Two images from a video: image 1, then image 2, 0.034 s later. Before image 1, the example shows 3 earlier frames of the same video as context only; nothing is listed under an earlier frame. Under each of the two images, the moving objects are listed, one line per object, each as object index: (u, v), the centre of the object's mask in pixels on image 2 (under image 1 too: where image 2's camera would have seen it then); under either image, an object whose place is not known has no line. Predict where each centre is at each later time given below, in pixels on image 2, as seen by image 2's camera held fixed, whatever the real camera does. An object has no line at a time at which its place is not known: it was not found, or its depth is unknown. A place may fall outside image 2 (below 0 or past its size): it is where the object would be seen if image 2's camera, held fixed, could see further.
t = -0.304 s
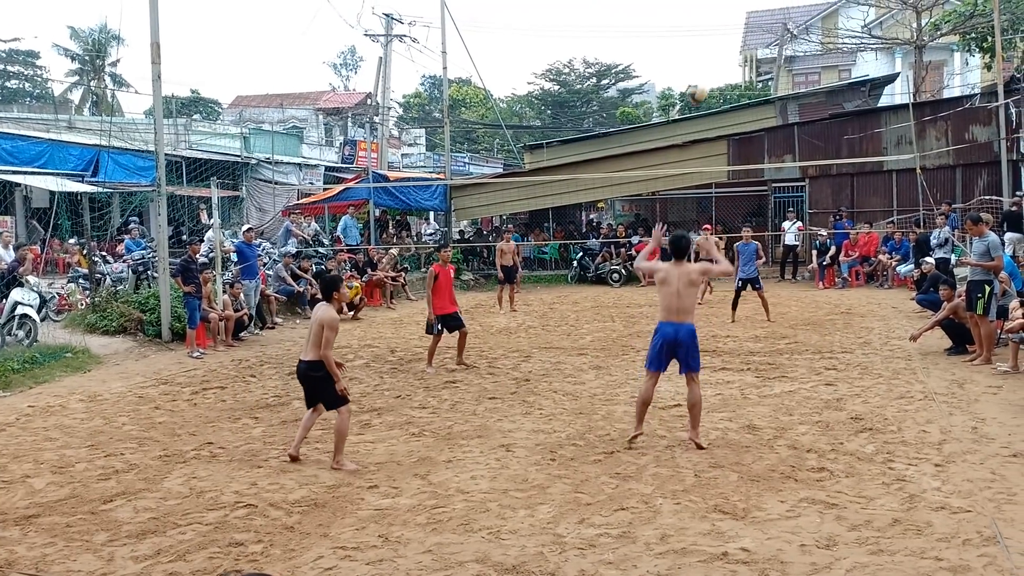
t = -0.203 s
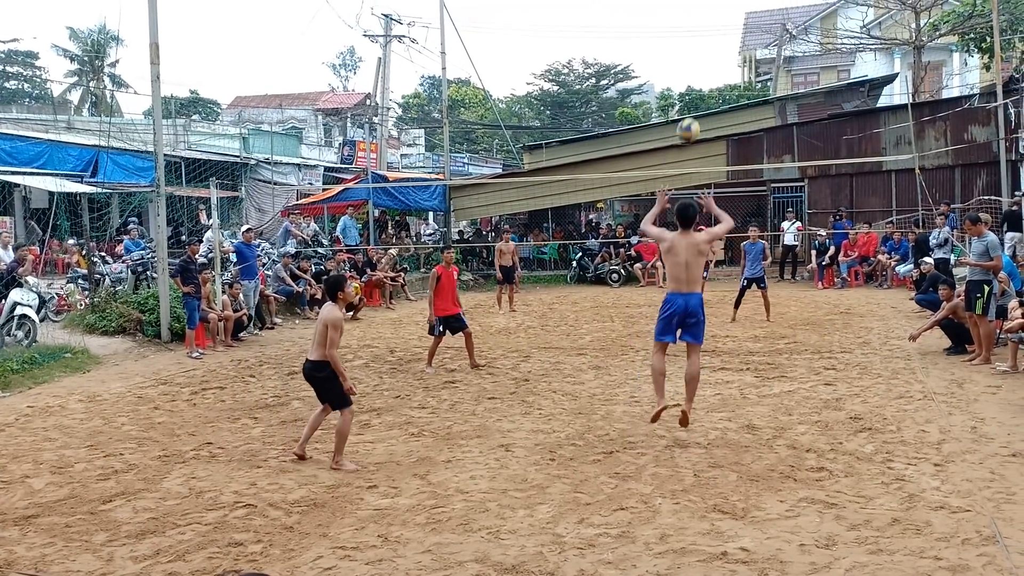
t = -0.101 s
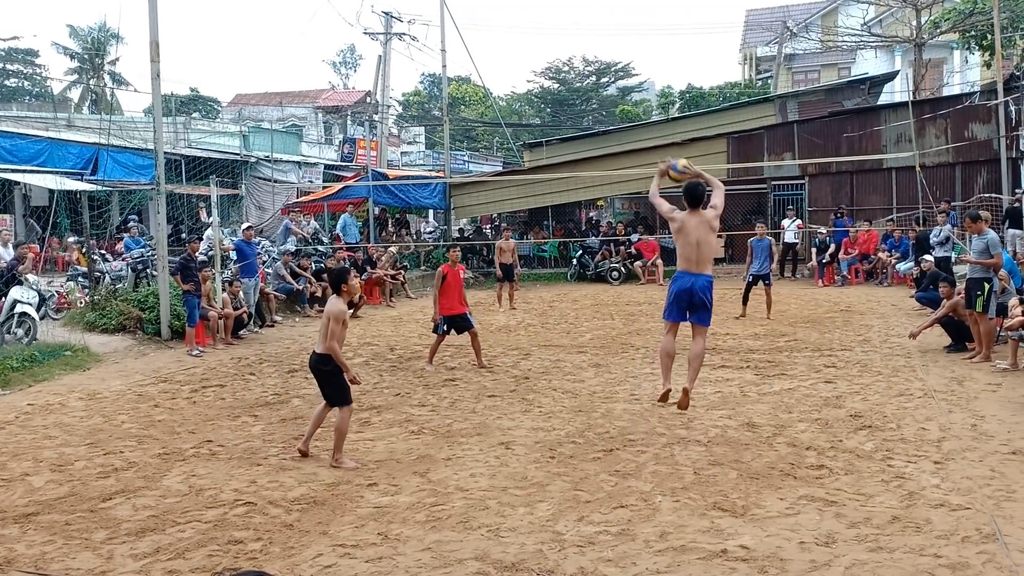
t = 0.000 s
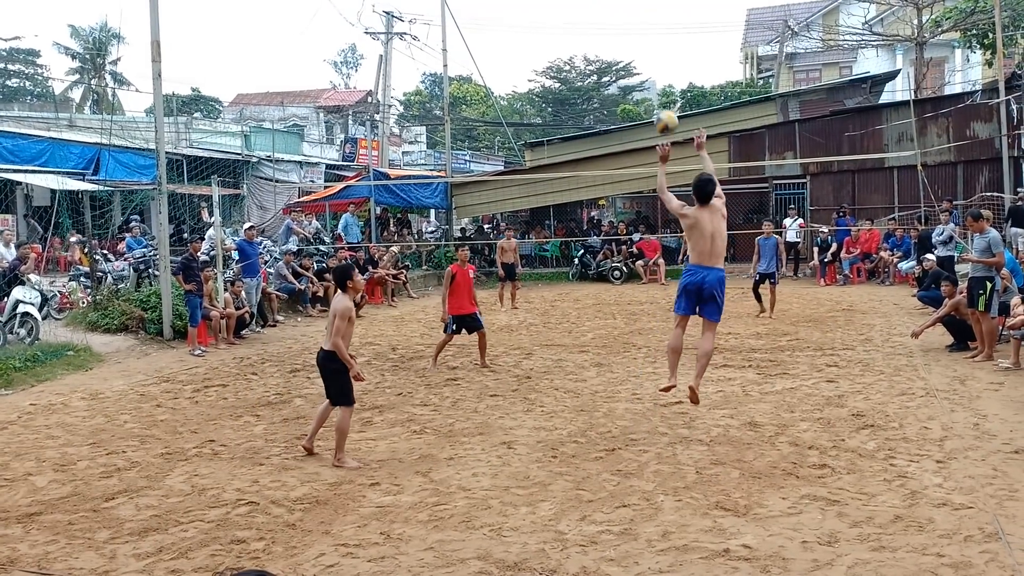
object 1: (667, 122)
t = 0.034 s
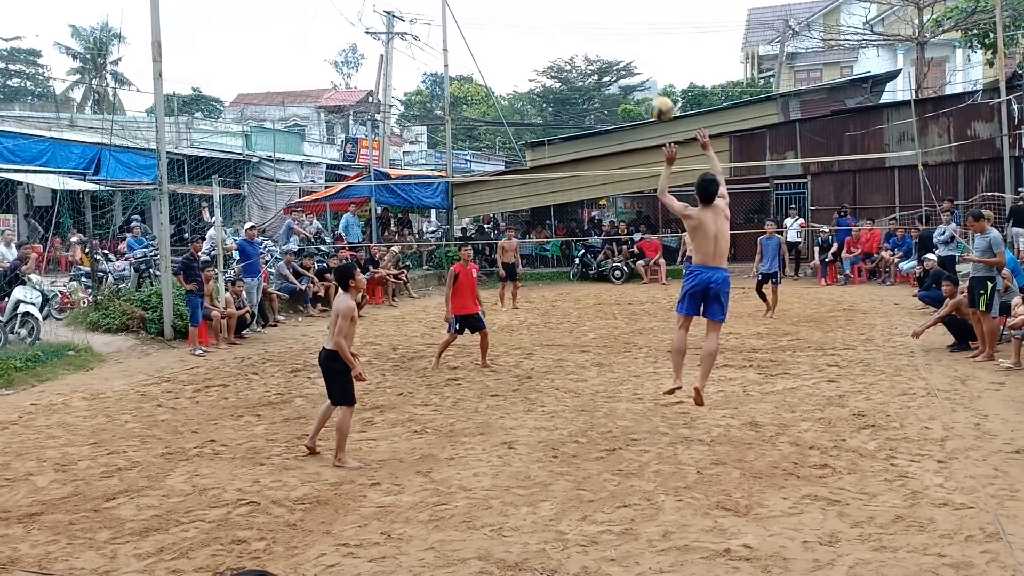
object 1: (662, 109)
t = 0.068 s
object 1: (658, 97)
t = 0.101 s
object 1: (653, 87)
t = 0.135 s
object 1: (649, 79)
